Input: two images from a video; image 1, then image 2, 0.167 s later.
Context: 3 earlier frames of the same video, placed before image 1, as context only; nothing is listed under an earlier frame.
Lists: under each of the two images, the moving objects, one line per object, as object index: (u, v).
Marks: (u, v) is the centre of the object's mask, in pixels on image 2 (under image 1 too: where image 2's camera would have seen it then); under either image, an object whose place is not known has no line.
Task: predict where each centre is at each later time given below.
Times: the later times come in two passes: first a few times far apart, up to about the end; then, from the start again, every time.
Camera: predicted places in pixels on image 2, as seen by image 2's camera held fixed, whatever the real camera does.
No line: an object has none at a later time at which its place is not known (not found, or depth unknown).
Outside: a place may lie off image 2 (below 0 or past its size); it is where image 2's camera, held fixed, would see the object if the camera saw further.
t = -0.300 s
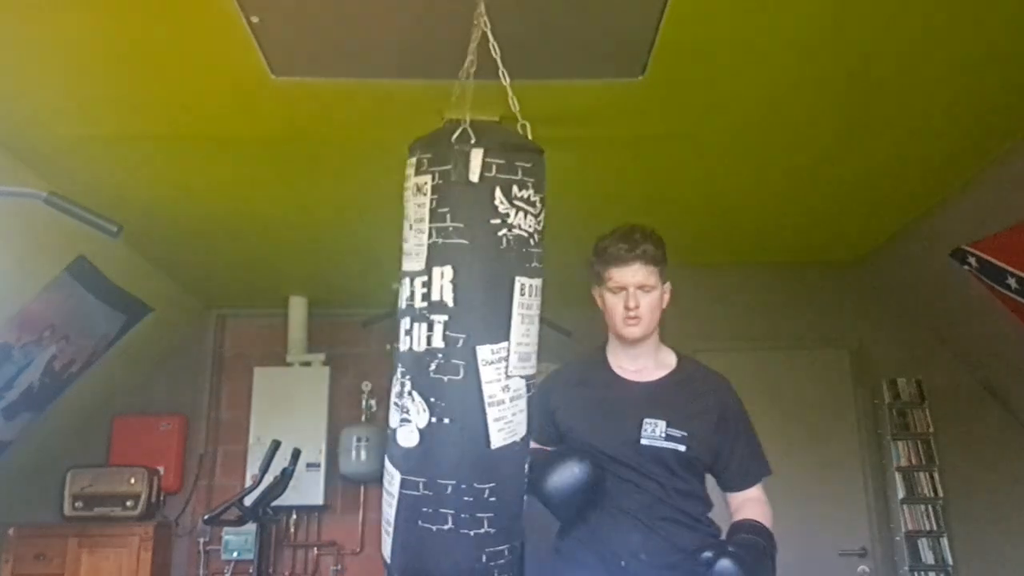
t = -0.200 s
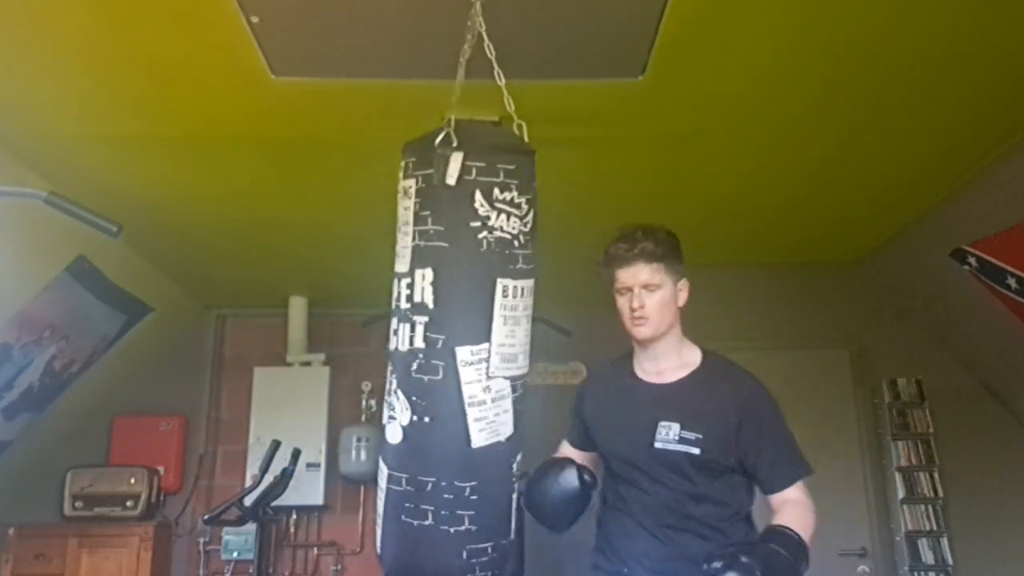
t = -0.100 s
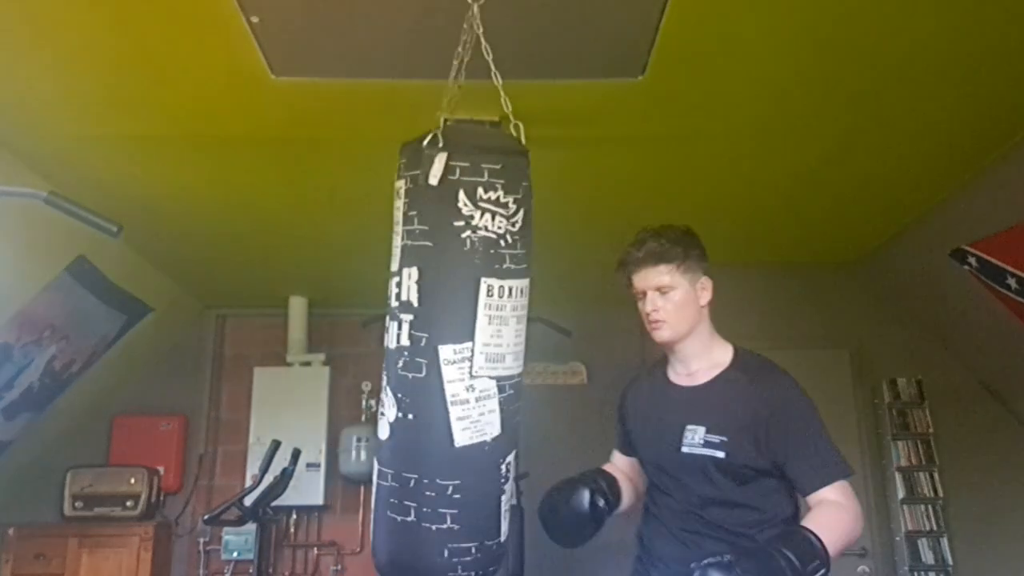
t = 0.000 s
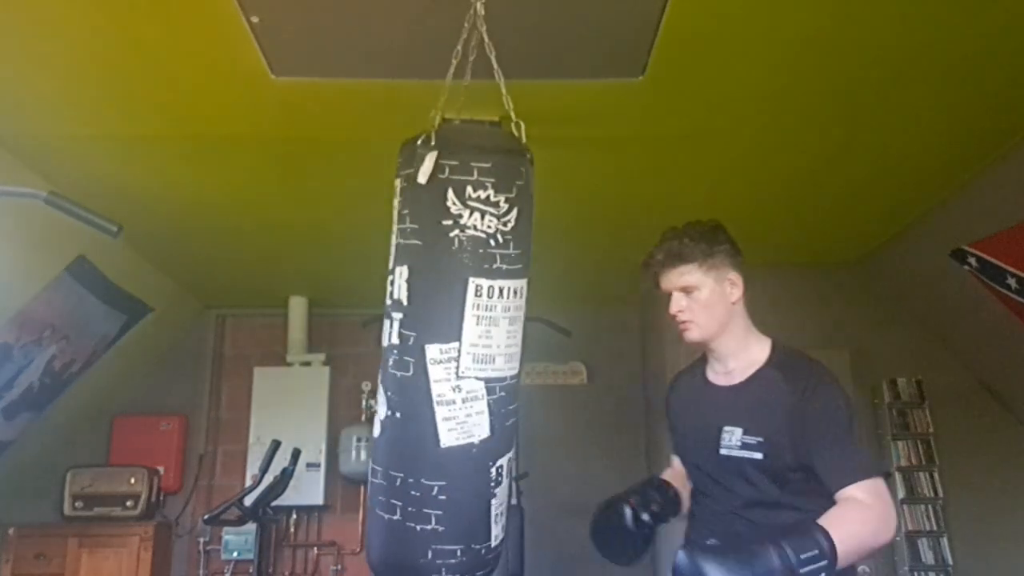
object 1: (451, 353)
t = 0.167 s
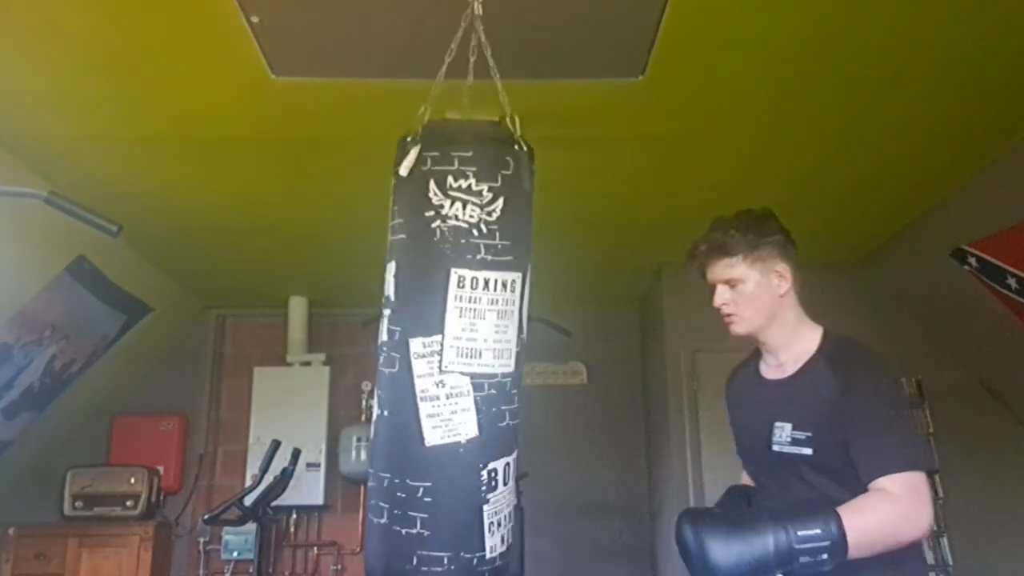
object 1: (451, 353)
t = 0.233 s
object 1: (453, 353)
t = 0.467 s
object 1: (467, 345)
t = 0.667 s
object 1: (488, 337)
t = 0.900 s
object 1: (514, 328)
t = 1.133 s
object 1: (520, 331)
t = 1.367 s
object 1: (504, 340)
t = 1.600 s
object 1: (479, 351)
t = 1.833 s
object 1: (461, 354)
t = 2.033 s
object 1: (450, 352)
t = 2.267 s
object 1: (450, 352)
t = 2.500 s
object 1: (463, 348)
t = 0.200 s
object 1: (453, 354)
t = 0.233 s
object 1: (453, 353)
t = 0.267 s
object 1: (454, 352)
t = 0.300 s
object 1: (456, 351)
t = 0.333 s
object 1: (459, 350)
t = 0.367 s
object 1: (460, 349)
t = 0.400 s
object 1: (462, 348)
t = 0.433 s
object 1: (465, 347)
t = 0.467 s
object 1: (467, 345)
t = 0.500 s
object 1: (471, 343)
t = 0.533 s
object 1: (474, 342)
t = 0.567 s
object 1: (477, 340)
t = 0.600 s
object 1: (481, 338)
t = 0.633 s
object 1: (485, 337)
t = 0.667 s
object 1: (488, 337)
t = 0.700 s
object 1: (494, 334)
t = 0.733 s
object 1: (498, 333)
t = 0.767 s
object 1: (501, 332)
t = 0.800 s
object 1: (504, 332)
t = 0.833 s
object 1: (507, 331)
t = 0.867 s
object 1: (510, 330)
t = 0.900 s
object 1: (514, 328)
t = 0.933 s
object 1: (516, 327)
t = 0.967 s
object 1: (518, 327)
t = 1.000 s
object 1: (519, 327)
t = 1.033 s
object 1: (521, 328)
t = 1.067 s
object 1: (520, 328)
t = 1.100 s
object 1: (520, 329)
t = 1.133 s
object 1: (520, 331)
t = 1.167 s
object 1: (518, 332)
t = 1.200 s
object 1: (516, 333)
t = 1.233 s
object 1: (515, 333)
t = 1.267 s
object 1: (512, 334)
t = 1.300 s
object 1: (509, 337)
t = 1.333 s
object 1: (507, 338)
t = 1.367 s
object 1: (504, 340)
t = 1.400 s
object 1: (501, 342)
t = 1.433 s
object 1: (497, 344)
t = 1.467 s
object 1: (493, 345)
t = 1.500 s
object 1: (490, 346)
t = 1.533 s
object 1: (487, 347)
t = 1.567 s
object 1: (484, 348)
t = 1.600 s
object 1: (479, 351)
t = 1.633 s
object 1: (476, 351)
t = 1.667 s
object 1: (473, 352)
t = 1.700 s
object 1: (471, 351)
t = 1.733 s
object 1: (468, 351)
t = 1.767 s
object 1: (465, 351)
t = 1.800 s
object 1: (463, 352)
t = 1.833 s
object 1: (461, 354)
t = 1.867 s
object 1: (457, 352)
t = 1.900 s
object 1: (456, 351)
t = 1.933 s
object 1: (454, 351)
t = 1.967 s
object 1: (454, 351)
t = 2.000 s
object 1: (452, 351)
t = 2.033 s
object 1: (450, 352)
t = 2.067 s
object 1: (450, 352)
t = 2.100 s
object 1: (450, 352)
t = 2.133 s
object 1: (449, 353)
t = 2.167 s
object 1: (449, 353)
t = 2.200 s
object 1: (449, 352)
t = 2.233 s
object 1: (449, 353)
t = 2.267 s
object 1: (450, 352)
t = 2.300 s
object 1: (451, 353)
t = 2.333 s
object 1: (452, 352)
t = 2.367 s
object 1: (454, 354)
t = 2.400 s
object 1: (455, 353)
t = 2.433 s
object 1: (458, 351)
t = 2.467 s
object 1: (460, 350)
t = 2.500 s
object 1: (463, 348)
